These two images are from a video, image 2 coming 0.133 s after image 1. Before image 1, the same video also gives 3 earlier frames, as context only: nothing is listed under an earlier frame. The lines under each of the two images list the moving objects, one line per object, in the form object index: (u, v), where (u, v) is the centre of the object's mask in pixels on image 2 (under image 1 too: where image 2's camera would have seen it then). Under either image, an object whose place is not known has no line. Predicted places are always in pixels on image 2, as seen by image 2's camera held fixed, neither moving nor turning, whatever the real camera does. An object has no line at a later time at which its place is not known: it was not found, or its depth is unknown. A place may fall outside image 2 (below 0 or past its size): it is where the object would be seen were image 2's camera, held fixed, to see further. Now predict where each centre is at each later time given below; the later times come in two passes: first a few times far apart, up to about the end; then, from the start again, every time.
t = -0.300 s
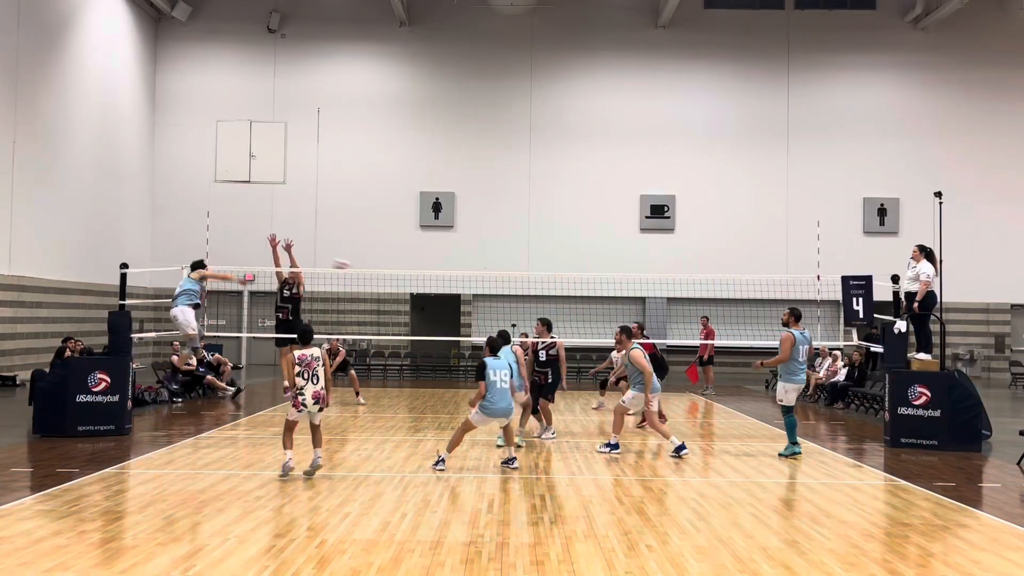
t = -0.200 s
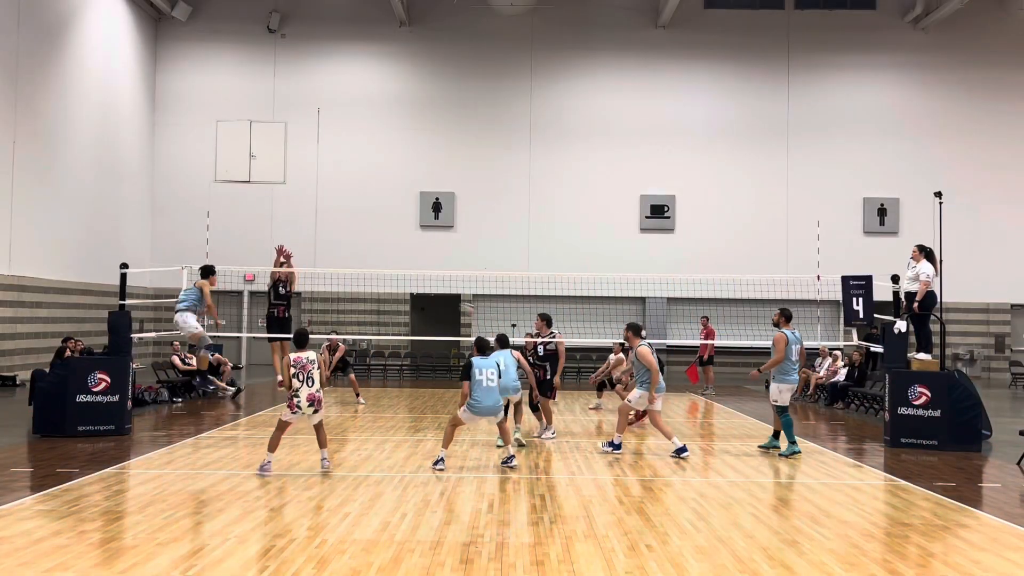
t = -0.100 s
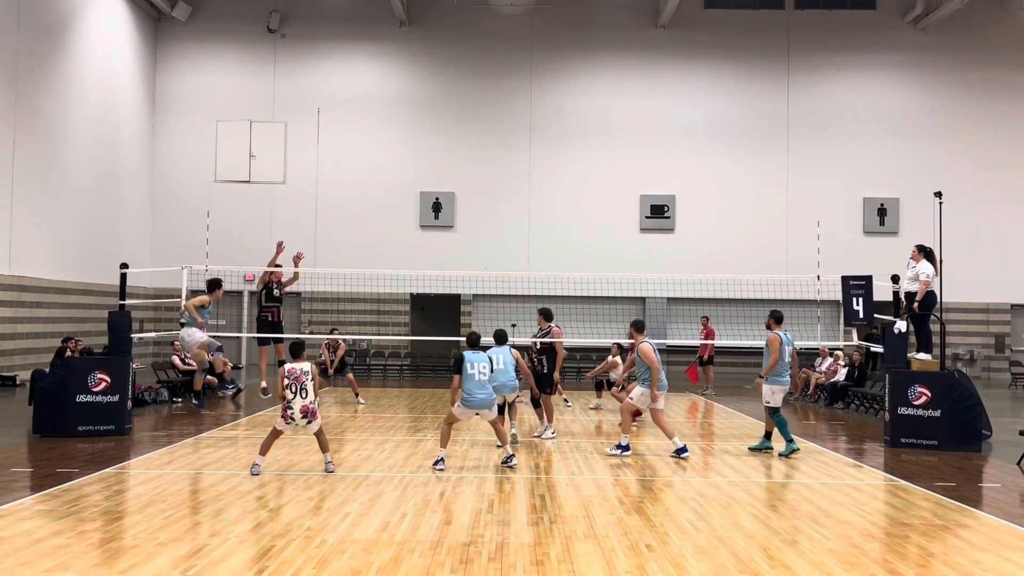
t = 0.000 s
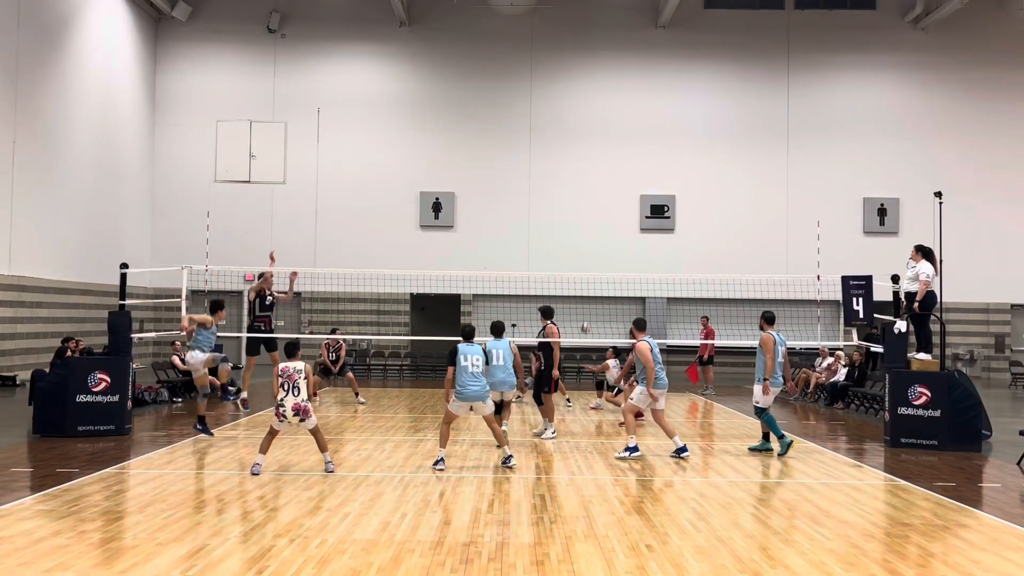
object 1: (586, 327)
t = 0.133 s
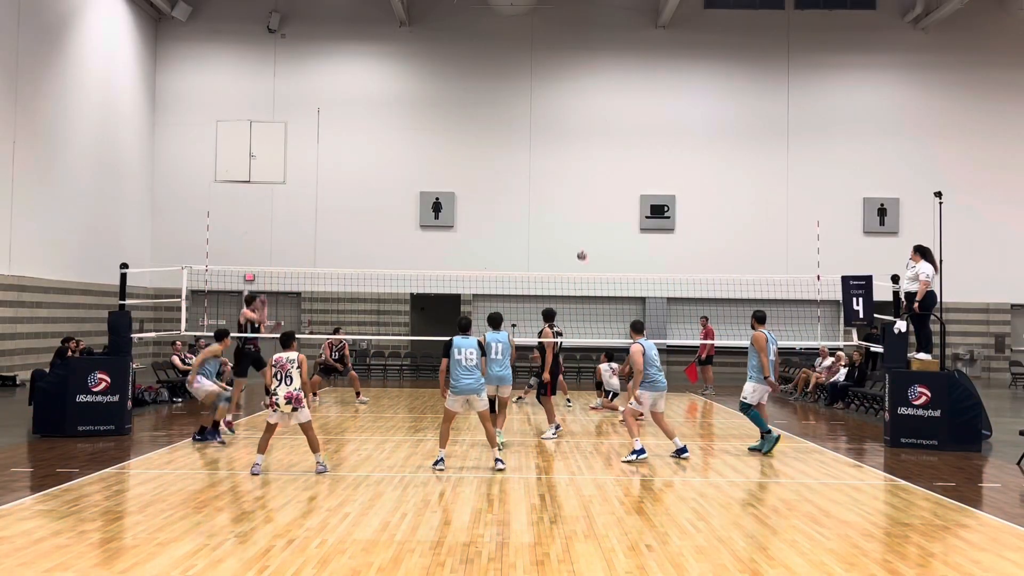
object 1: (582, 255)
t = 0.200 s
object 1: (581, 225)
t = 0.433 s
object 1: (582, 142)
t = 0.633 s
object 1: (584, 97)
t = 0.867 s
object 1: (587, 70)
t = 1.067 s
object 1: (589, 67)
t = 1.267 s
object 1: (591, 81)
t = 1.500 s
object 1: (593, 113)
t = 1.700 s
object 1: (593, 155)
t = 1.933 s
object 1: (590, 217)
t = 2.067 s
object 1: (588, 258)
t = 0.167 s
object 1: (582, 240)
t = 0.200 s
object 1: (581, 225)
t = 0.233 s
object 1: (581, 211)
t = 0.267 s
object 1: (581, 197)
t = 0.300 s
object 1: (581, 184)
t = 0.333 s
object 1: (581, 172)
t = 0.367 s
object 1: (581, 161)
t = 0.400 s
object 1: (581, 151)
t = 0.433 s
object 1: (582, 142)
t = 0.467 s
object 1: (582, 132)
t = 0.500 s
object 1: (582, 124)
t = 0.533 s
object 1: (583, 116)
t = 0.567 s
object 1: (583, 108)
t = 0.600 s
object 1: (583, 103)
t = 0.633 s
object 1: (584, 97)
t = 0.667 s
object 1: (584, 91)
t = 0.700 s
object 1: (585, 86)
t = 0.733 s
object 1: (585, 81)
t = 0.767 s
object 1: (586, 78)
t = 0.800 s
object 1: (586, 75)
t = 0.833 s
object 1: (586, 72)
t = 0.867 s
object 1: (587, 70)
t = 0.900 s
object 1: (588, 68)
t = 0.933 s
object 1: (588, 67)
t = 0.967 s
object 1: (588, 66)
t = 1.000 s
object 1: (589, 66)
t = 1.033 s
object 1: (589, 67)
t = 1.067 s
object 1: (589, 67)
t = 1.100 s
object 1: (590, 68)
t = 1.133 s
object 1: (590, 70)
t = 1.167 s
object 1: (591, 72)
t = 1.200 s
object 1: (591, 75)
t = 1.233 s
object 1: (591, 77)
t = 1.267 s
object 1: (591, 81)
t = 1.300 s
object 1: (592, 84)
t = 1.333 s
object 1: (592, 88)
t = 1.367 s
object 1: (592, 93)
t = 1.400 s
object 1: (592, 98)
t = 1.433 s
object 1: (592, 103)
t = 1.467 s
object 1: (593, 108)
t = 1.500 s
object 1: (593, 113)
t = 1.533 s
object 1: (593, 120)
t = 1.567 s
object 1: (593, 126)
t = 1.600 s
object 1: (593, 133)
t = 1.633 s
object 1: (593, 140)
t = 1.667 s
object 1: (593, 148)
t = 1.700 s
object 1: (593, 155)
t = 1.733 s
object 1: (593, 163)
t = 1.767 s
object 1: (593, 171)
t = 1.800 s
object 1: (592, 180)
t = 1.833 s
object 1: (592, 189)
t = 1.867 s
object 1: (591, 198)
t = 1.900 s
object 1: (591, 207)
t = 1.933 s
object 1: (590, 217)
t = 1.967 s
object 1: (590, 227)
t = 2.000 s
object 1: (590, 237)
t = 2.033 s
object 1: (589, 247)
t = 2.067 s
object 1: (588, 258)
